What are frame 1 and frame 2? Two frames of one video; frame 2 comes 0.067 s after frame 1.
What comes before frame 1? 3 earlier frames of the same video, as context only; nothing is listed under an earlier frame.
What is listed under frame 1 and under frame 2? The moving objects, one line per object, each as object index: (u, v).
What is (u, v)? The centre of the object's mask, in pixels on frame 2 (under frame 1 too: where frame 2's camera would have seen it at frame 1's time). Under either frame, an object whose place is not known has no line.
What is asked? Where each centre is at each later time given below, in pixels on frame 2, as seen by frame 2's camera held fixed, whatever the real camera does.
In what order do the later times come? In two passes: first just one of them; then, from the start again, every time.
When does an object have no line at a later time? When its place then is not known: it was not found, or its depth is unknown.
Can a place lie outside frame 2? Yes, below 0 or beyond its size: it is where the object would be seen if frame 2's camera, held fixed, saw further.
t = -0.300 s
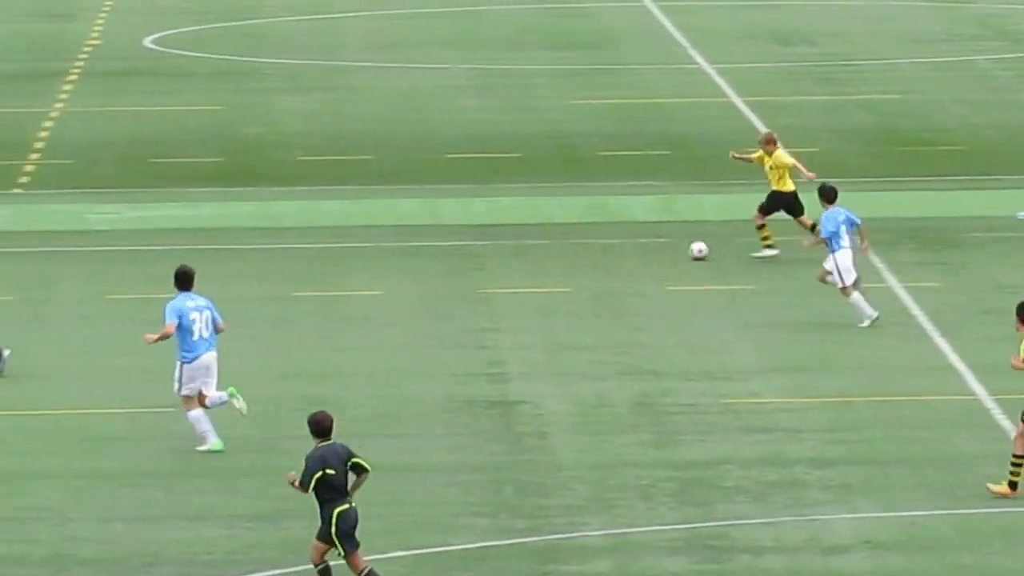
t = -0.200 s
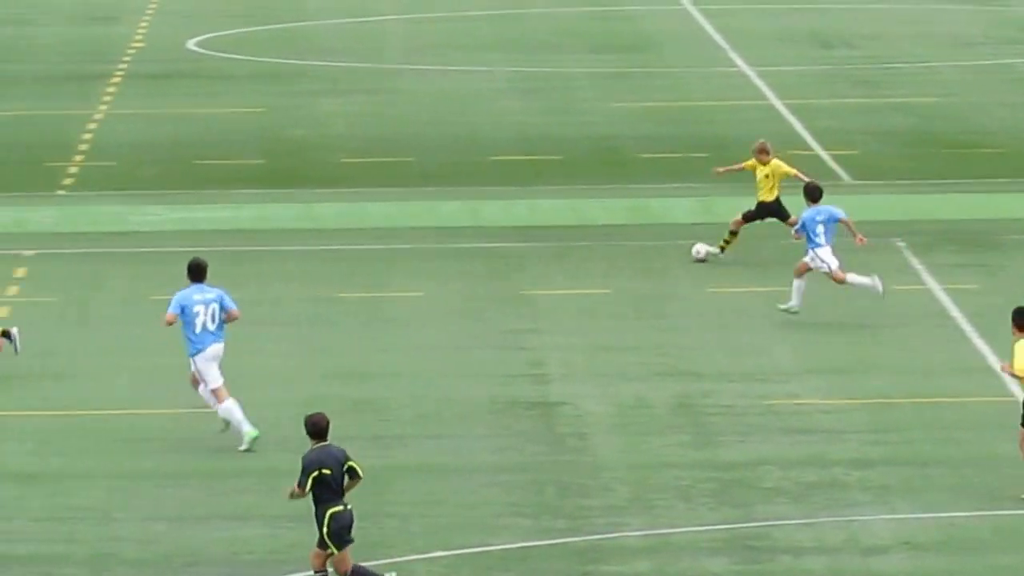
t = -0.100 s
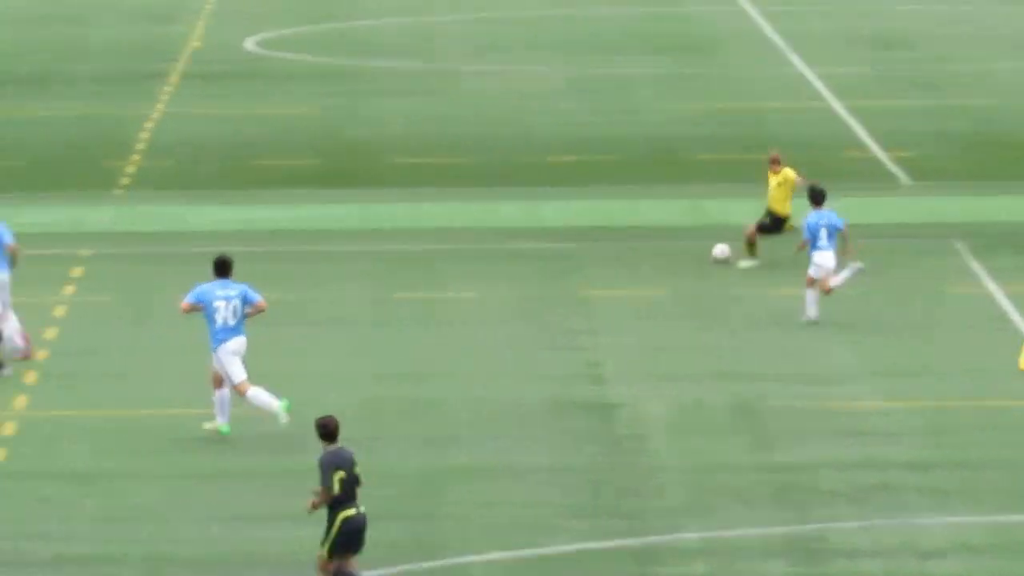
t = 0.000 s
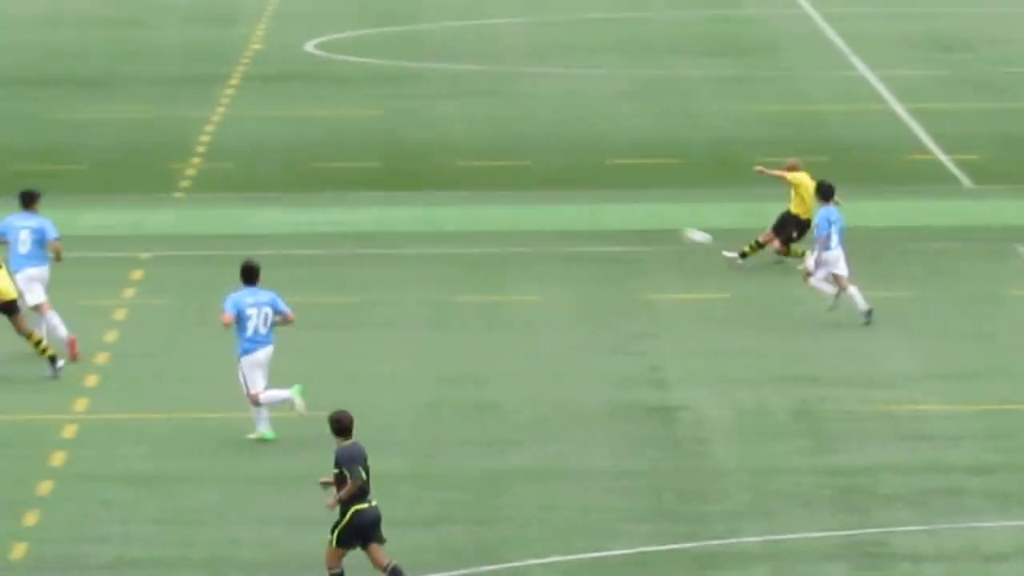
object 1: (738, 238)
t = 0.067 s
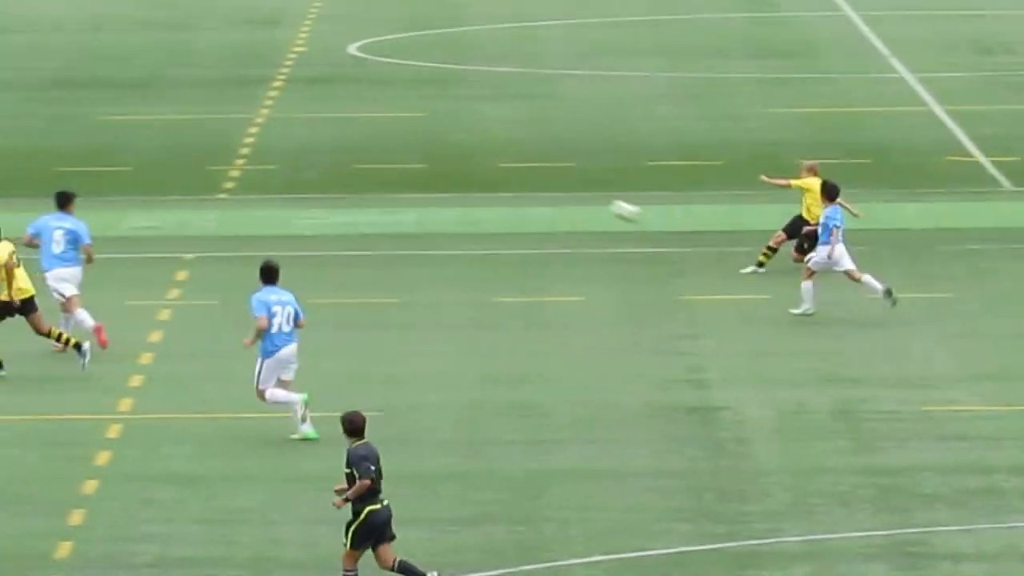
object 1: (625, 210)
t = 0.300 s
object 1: (234, 125)
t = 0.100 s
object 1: (570, 197)
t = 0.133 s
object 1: (516, 183)
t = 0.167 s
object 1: (459, 170)
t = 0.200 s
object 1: (403, 158)
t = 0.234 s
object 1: (346, 146)
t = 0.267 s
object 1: (290, 135)
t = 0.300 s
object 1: (234, 125)
